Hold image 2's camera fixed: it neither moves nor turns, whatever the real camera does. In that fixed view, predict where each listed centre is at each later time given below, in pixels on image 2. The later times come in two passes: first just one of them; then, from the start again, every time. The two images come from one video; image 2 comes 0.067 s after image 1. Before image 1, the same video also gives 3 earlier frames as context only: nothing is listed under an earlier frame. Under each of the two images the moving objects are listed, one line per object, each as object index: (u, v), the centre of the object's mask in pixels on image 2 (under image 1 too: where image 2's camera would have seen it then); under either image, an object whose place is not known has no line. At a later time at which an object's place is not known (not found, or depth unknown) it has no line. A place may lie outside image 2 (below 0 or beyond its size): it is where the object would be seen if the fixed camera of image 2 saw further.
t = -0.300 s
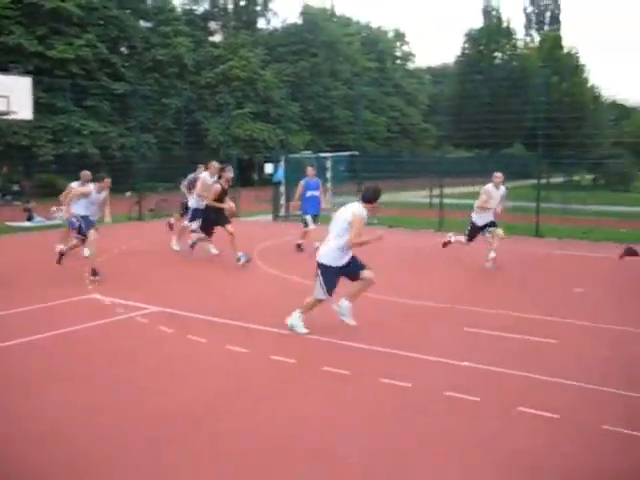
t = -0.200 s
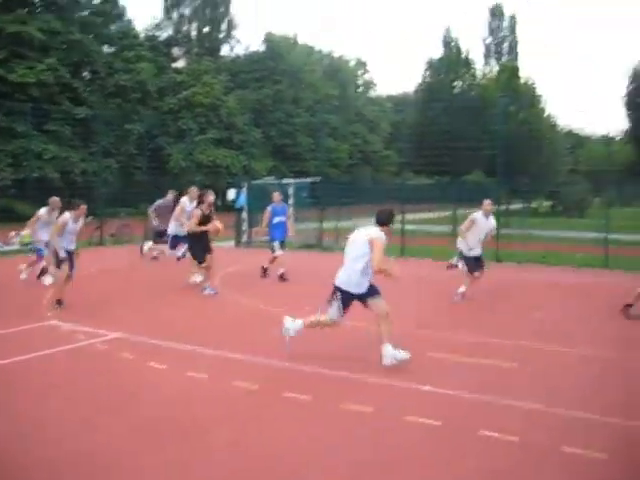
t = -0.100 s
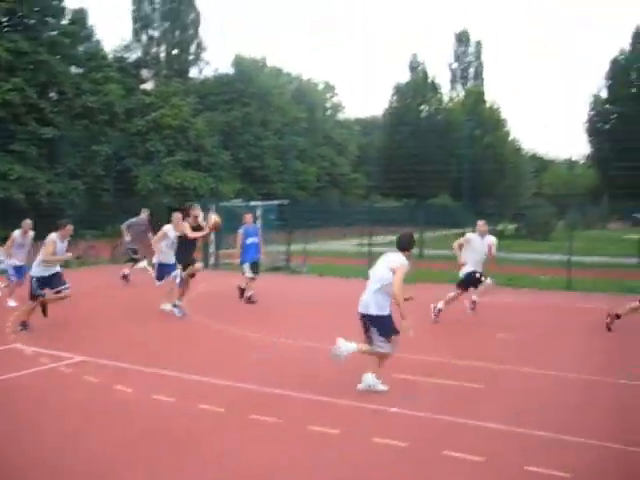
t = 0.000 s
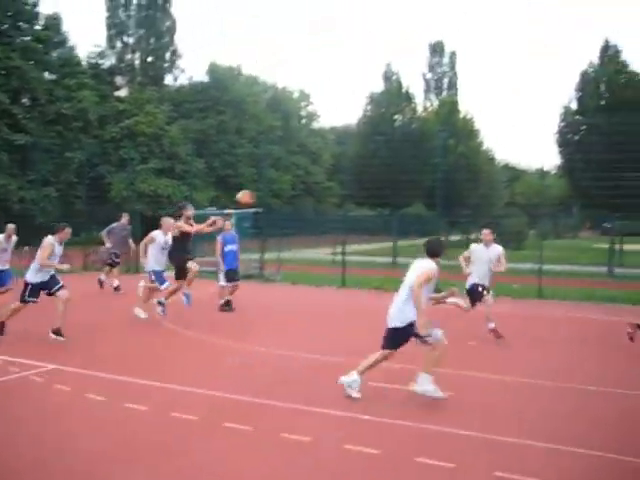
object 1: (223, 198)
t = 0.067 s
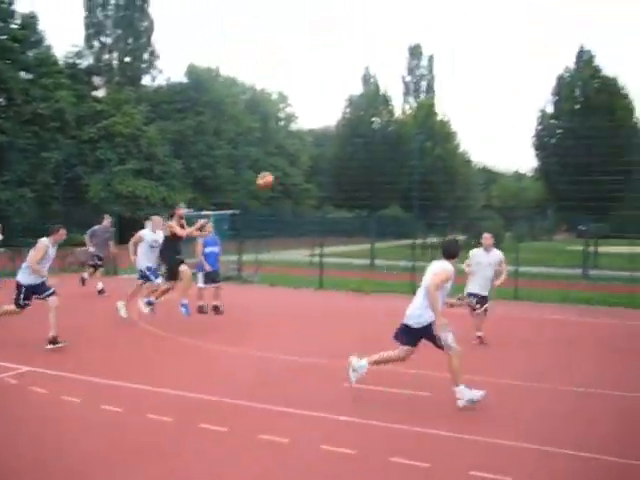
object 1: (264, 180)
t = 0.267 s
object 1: (404, 132)
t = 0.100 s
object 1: (287, 169)
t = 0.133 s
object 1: (309, 162)
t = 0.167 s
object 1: (333, 153)
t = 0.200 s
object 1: (356, 146)
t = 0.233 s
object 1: (380, 139)
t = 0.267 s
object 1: (404, 132)
